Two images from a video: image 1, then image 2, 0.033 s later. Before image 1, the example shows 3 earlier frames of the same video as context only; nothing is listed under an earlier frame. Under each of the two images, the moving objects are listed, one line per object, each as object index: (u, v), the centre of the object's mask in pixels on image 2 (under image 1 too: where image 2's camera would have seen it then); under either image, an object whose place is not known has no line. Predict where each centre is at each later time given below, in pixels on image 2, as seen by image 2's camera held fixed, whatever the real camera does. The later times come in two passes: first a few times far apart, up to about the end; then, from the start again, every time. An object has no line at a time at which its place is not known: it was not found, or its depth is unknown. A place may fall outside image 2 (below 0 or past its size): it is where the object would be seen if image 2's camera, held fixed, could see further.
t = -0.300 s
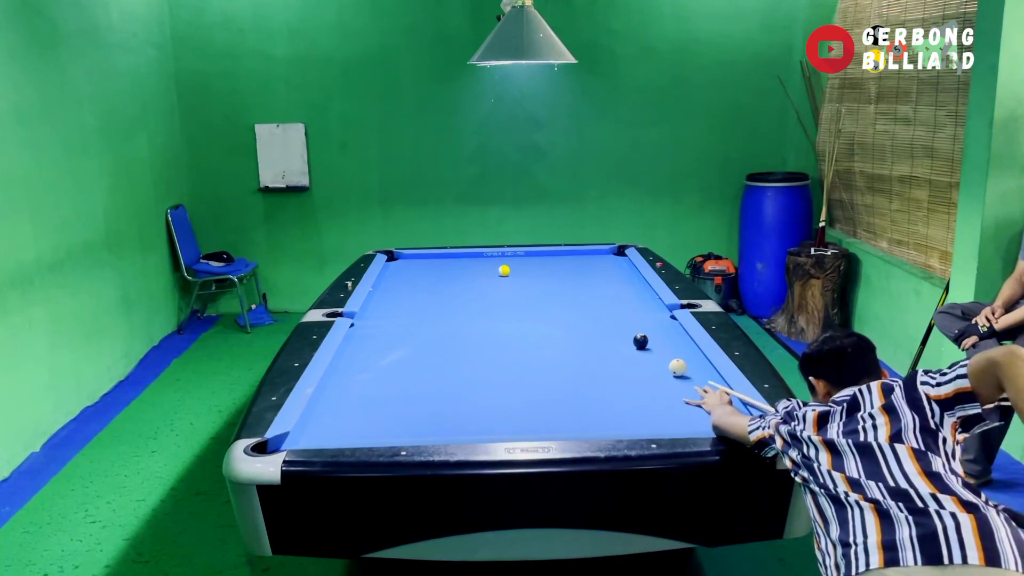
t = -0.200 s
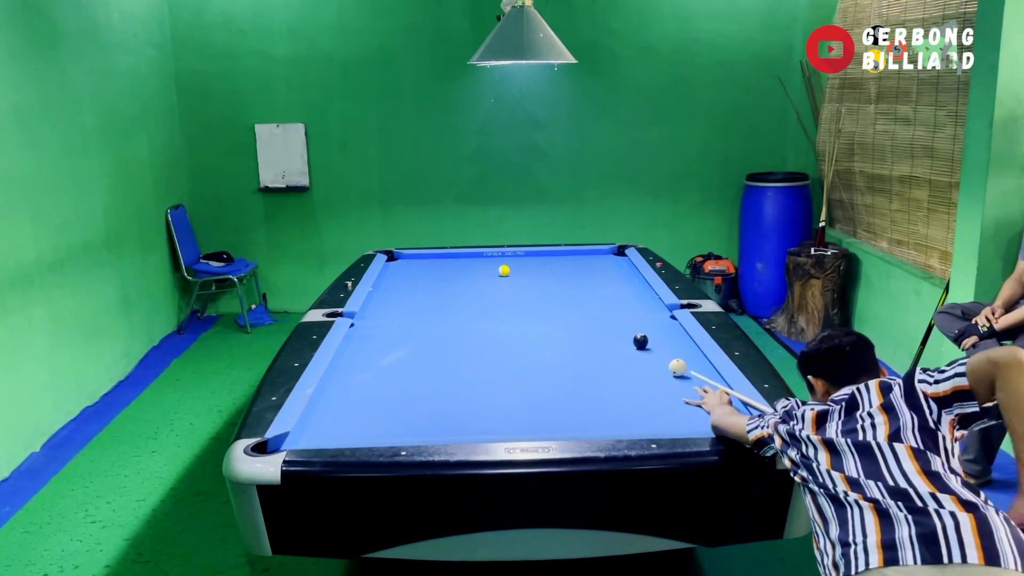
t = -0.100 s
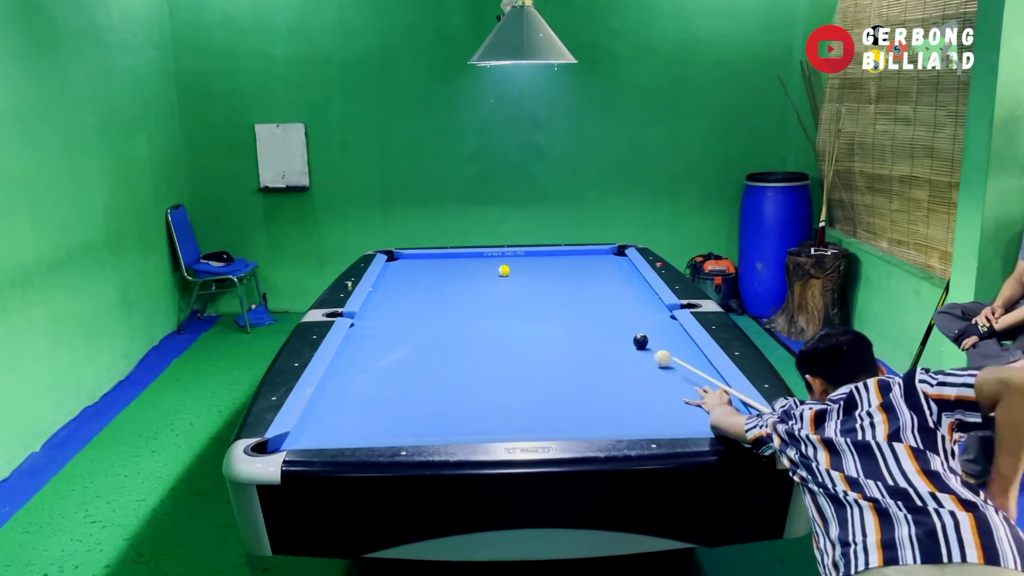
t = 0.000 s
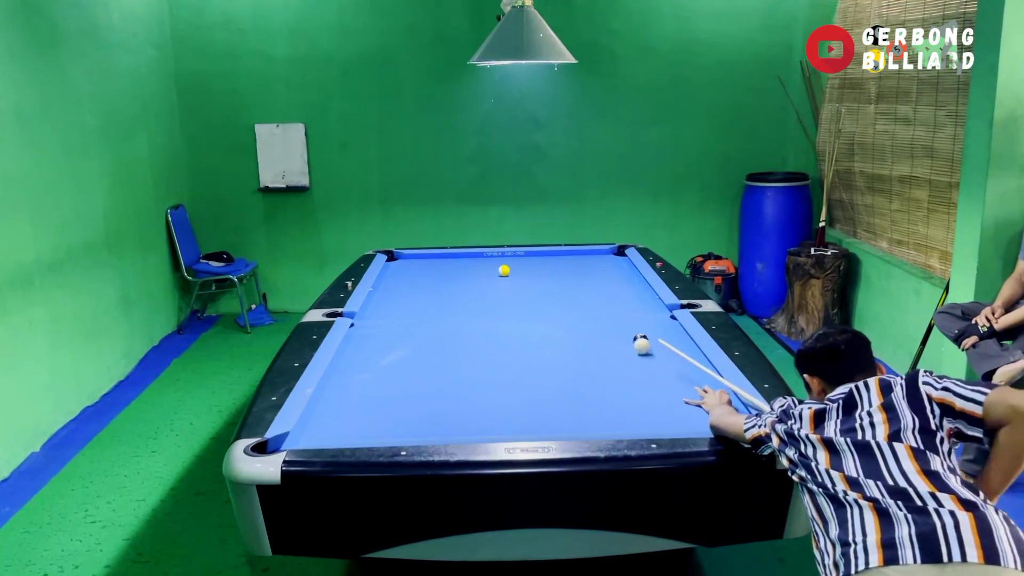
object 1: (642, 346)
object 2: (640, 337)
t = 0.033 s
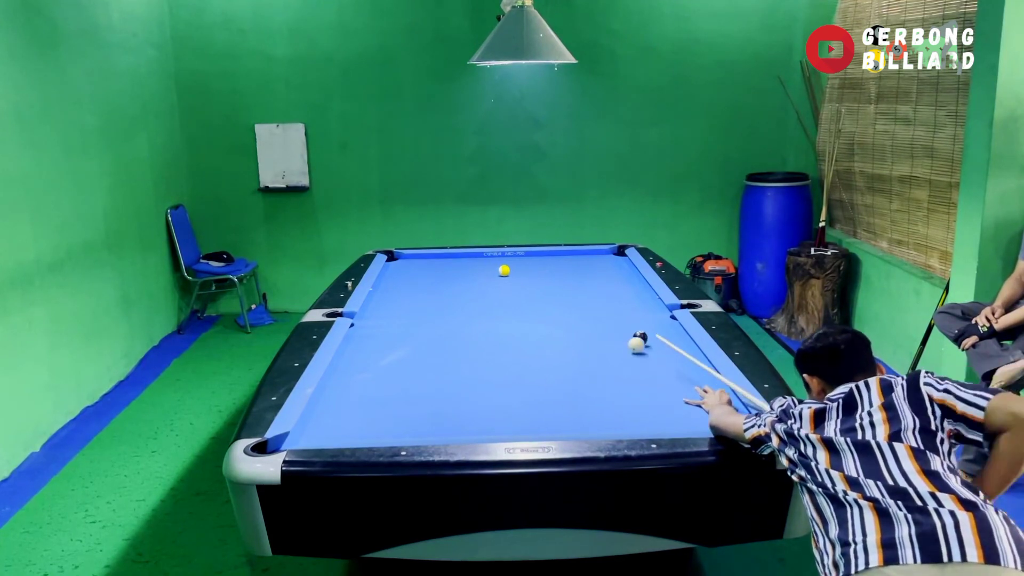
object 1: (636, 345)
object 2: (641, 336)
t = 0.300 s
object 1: (591, 337)
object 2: (636, 319)
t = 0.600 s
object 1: (547, 328)
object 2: (633, 302)
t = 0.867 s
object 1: (511, 320)
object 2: (630, 289)
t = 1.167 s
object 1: (475, 313)
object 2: (627, 277)
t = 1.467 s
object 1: (442, 307)
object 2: (624, 266)
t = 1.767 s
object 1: (413, 301)
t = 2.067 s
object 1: (386, 296)
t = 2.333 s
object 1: (381, 292)
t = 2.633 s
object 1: (397, 289)
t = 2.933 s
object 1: (410, 286)
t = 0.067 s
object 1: (630, 345)
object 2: (640, 335)
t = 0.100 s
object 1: (625, 344)
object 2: (639, 332)
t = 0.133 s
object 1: (619, 342)
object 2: (638, 330)
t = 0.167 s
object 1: (613, 341)
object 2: (638, 327)
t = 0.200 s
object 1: (608, 340)
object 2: (638, 325)
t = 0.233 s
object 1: (602, 339)
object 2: (637, 323)
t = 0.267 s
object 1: (597, 338)
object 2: (637, 321)
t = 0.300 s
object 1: (591, 337)
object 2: (636, 319)
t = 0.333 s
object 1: (586, 336)
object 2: (636, 317)
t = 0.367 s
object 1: (581, 335)
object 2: (635, 315)
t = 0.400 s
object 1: (576, 334)
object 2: (635, 313)
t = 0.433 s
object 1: (571, 333)
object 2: (635, 311)
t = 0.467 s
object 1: (566, 332)
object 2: (634, 309)
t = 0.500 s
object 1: (561, 331)
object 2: (634, 307)
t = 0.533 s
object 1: (556, 330)
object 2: (634, 305)
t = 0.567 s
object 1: (551, 329)
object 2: (633, 303)
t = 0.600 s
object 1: (547, 328)
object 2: (633, 302)
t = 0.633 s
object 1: (542, 327)
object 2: (632, 300)
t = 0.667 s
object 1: (538, 326)
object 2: (632, 298)
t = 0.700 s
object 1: (533, 325)
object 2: (632, 297)
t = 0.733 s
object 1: (528, 324)
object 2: (631, 295)
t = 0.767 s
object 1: (524, 323)
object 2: (631, 294)
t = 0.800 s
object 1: (520, 323)
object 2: (631, 292)
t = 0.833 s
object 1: (515, 322)
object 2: (630, 291)
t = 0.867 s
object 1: (511, 320)
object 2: (630, 289)
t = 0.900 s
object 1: (507, 320)
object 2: (629, 288)
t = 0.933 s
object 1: (503, 319)
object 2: (629, 286)
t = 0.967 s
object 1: (499, 318)
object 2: (629, 285)
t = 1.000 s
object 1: (494, 317)
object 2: (628, 283)
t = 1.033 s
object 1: (490, 317)
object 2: (628, 282)
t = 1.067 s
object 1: (486, 316)
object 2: (628, 281)
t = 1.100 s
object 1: (482, 315)
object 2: (627, 279)
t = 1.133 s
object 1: (479, 314)
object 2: (627, 278)
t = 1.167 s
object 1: (475, 313)
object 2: (627, 277)
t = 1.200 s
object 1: (471, 312)
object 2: (626, 276)
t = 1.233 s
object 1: (467, 312)
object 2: (626, 274)
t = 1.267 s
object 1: (463, 311)
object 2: (626, 273)
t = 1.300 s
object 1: (460, 310)
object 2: (625, 272)
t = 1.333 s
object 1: (456, 310)
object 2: (625, 271)
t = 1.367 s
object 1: (453, 309)
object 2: (625, 270)
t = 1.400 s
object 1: (449, 308)
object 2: (625, 268)
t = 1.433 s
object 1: (445, 307)
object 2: (624, 267)
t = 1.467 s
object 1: (442, 307)
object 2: (624, 266)
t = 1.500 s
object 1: (439, 306)
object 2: (624, 265)
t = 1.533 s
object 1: (435, 305)
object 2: (624, 264)
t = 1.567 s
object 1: (432, 305)
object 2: (623, 263)
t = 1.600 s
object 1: (429, 304)
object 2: (623, 262)
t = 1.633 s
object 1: (426, 303)
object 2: (623, 261)
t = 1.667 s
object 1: (422, 303)
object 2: (622, 260)
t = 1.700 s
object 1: (419, 302)
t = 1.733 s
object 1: (416, 301)
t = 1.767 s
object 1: (413, 301)
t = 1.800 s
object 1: (410, 300)
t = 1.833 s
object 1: (407, 300)
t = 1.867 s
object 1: (404, 299)
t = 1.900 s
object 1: (401, 298)
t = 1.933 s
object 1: (398, 298)
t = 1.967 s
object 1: (395, 297)
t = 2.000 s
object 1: (392, 297)
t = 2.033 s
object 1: (389, 296)
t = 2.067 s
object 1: (386, 296)
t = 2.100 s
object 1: (384, 295)
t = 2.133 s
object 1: (381, 294)
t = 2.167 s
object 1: (378, 294)
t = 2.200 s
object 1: (375, 293)
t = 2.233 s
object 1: (376, 293)
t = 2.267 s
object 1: (377, 293)
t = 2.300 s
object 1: (379, 292)
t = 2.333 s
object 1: (381, 292)
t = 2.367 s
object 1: (383, 291)
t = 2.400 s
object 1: (385, 291)
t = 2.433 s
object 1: (387, 291)
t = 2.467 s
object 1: (388, 290)
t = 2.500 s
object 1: (390, 290)
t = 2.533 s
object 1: (392, 290)
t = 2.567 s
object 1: (394, 289)
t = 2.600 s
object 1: (395, 289)
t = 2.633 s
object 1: (397, 289)
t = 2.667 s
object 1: (398, 288)
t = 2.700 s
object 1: (400, 288)
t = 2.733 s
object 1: (401, 288)
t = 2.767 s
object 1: (403, 288)
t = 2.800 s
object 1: (404, 287)
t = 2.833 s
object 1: (406, 287)
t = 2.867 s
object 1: (407, 287)
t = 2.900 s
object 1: (409, 286)
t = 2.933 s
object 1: (410, 286)
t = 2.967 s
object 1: (412, 286)
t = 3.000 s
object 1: (413, 286)
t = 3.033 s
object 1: (414, 286)
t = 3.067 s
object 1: (416, 285)
